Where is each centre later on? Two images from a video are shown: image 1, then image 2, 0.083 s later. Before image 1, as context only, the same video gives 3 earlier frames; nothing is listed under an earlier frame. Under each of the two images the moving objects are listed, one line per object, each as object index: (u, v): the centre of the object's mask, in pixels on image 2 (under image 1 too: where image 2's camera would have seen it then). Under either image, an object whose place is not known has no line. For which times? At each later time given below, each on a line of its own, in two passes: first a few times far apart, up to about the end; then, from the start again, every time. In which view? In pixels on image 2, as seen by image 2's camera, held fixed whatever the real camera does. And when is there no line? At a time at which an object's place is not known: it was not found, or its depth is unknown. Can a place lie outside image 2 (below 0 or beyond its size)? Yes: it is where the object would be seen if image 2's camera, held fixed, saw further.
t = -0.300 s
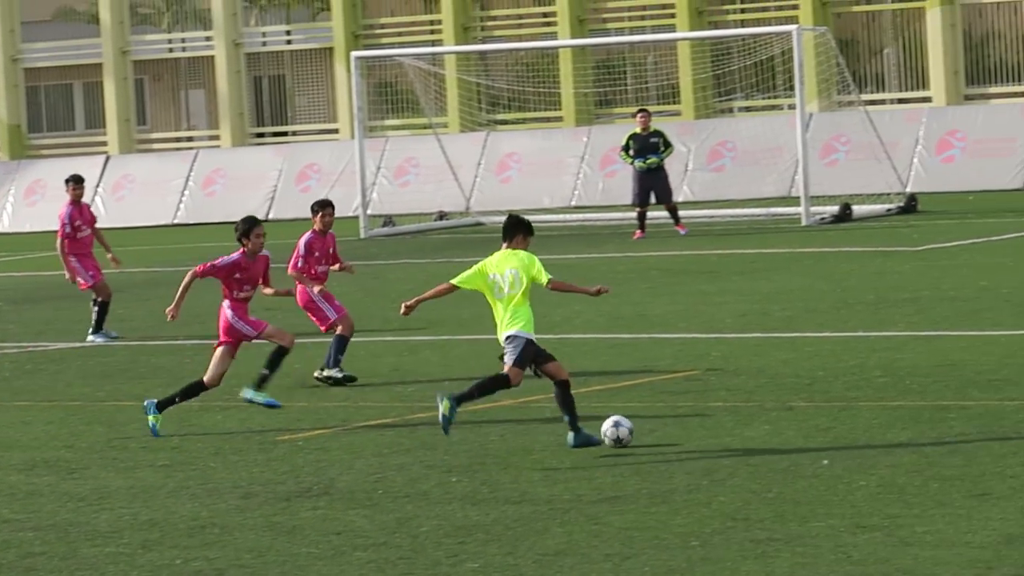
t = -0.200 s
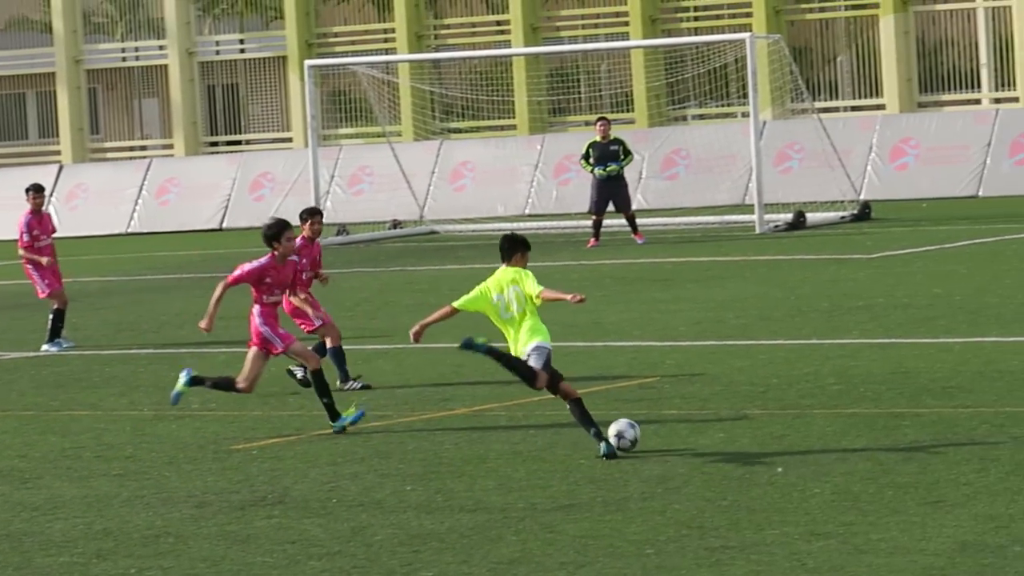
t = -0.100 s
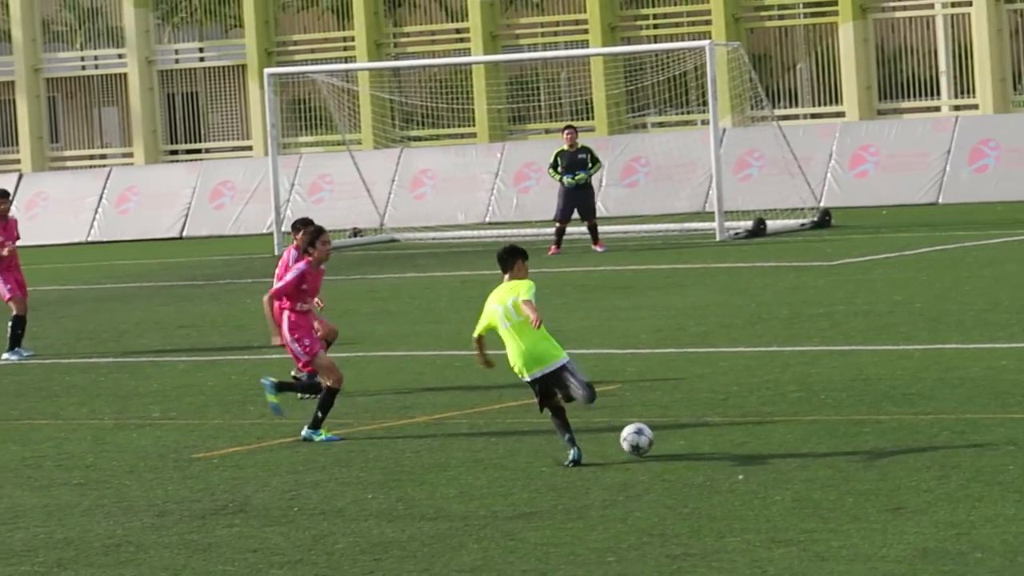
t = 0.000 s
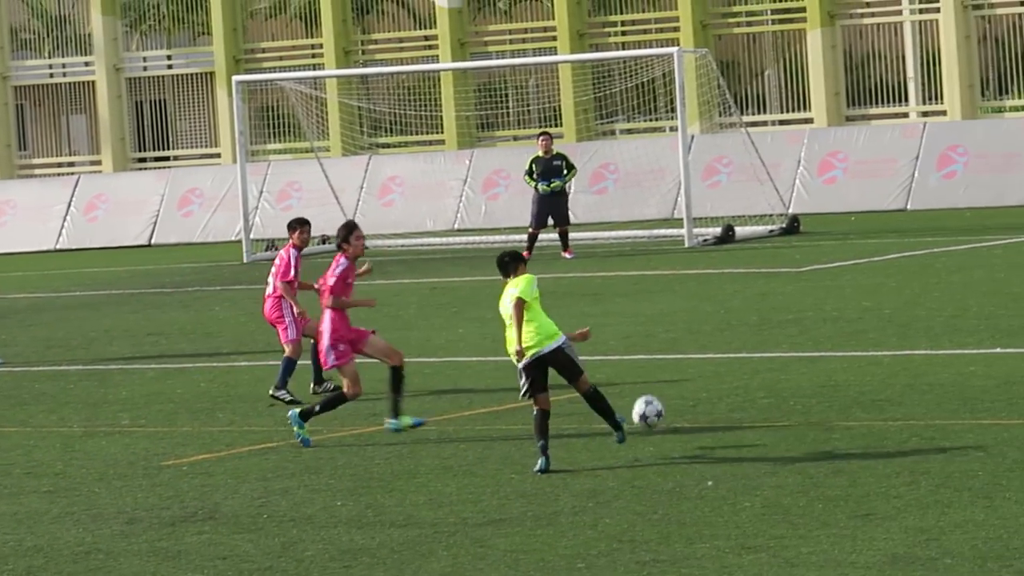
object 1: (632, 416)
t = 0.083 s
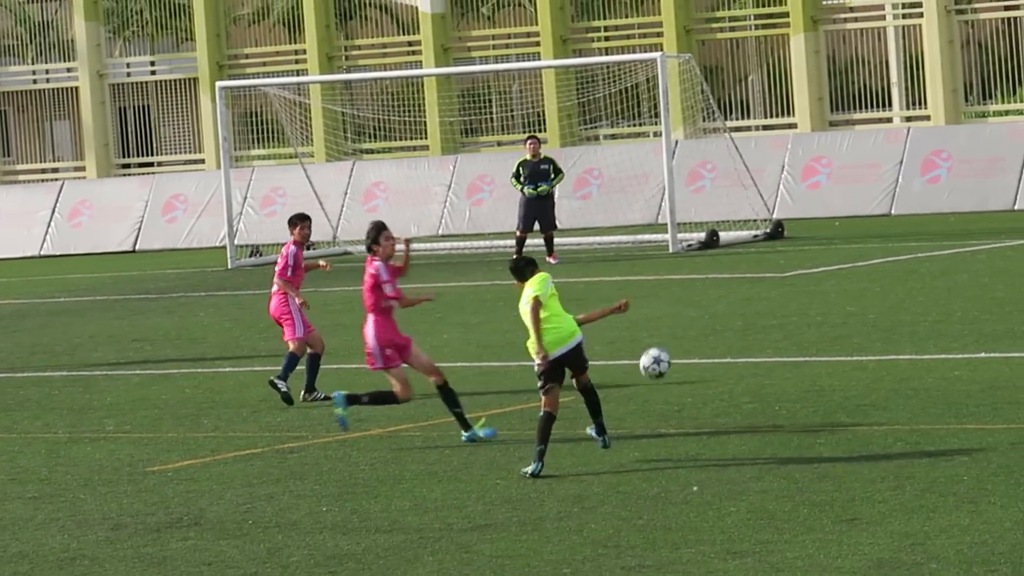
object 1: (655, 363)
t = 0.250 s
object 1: (695, 288)
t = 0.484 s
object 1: (751, 233)
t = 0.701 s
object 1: (801, 228)
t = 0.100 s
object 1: (659, 354)
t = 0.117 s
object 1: (663, 345)
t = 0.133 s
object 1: (667, 337)
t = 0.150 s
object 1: (671, 330)
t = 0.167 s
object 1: (675, 322)
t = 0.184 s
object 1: (679, 314)
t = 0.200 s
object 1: (683, 307)
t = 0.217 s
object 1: (688, 300)
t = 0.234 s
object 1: (692, 293)
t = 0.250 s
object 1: (695, 288)
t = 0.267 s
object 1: (699, 282)
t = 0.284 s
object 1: (703, 277)
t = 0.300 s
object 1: (707, 271)
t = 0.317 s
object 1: (712, 266)
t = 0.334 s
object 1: (716, 262)
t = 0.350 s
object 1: (720, 257)
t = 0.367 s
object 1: (723, 254)
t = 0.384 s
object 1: (727, 251)
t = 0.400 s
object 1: (731, 247)
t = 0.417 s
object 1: (735, 243)
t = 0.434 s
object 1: (739, 241)
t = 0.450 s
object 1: (742, 238)
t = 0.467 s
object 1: (746, 235)
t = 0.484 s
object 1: (751, 233)
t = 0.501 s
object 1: (755, 232)
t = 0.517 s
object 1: (758, 230)
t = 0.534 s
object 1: (762, 229)
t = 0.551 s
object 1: (766, 228)
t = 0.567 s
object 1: (770, 227)
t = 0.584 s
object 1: (773, 226)
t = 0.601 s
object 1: (777, 225)
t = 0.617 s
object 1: (781, 225)
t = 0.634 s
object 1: (784, 225)
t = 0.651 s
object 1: (788, 226)
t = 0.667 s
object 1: (792, 226)
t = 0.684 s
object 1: (796, 227)
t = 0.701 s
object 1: (801, 228)
